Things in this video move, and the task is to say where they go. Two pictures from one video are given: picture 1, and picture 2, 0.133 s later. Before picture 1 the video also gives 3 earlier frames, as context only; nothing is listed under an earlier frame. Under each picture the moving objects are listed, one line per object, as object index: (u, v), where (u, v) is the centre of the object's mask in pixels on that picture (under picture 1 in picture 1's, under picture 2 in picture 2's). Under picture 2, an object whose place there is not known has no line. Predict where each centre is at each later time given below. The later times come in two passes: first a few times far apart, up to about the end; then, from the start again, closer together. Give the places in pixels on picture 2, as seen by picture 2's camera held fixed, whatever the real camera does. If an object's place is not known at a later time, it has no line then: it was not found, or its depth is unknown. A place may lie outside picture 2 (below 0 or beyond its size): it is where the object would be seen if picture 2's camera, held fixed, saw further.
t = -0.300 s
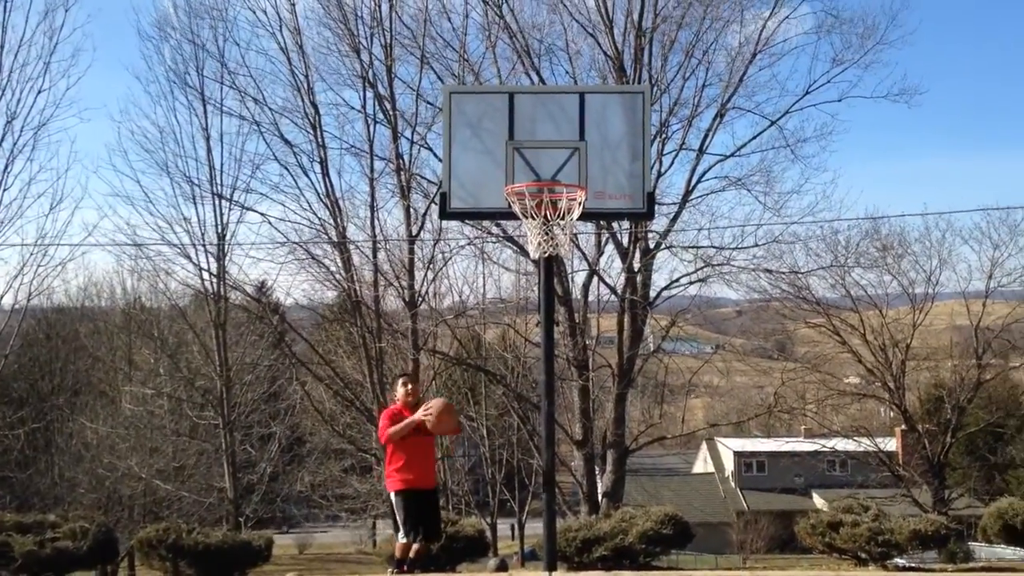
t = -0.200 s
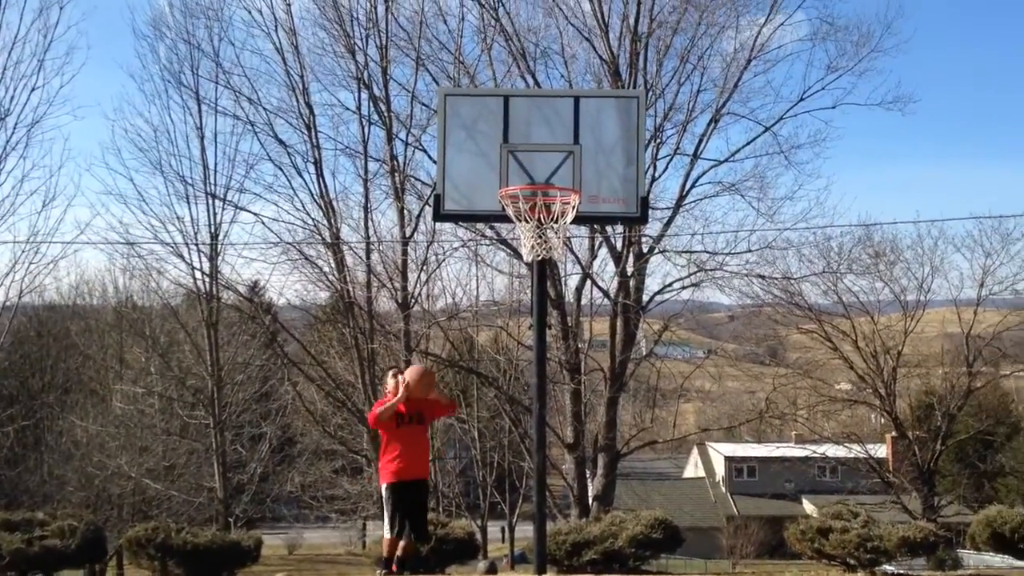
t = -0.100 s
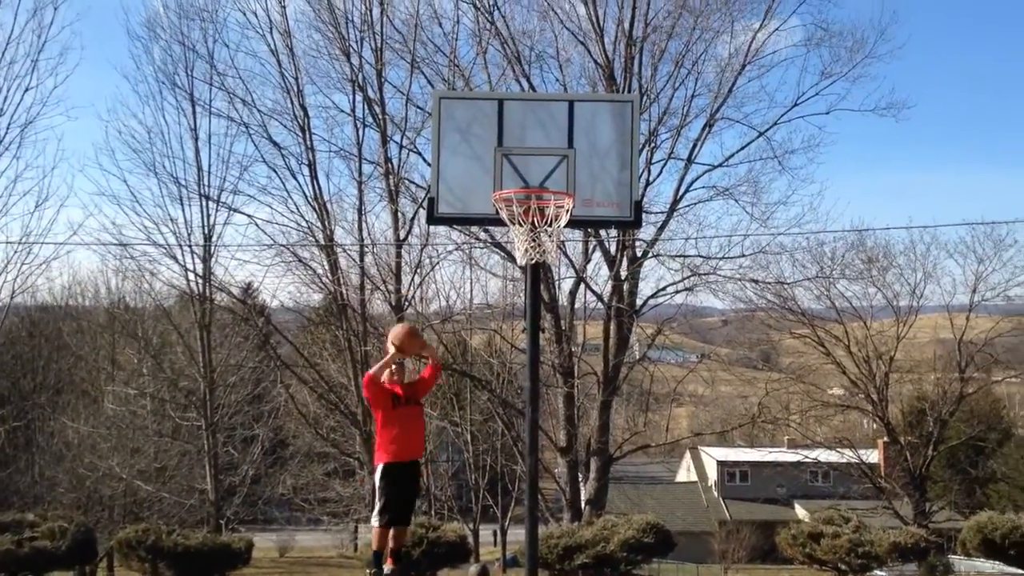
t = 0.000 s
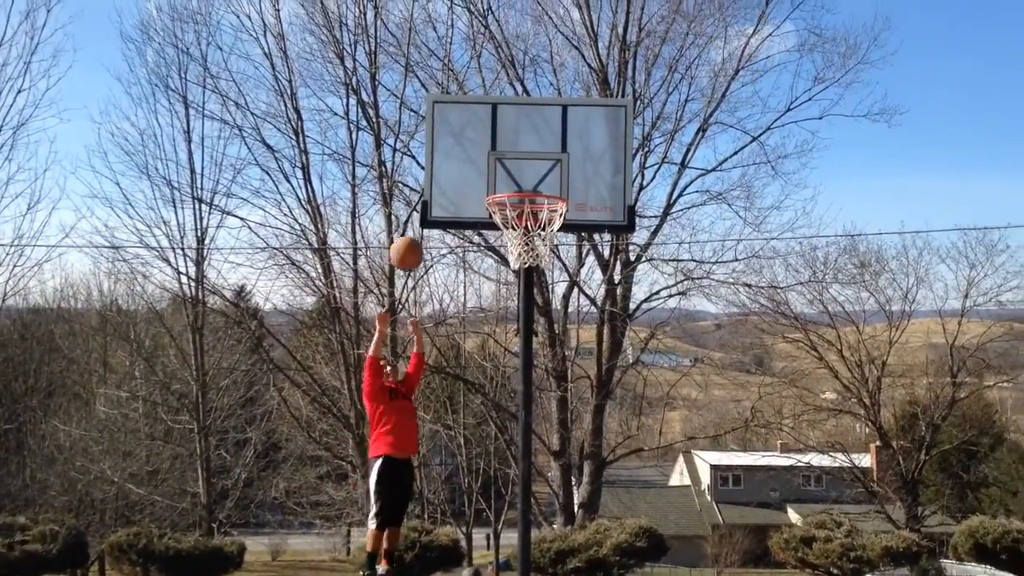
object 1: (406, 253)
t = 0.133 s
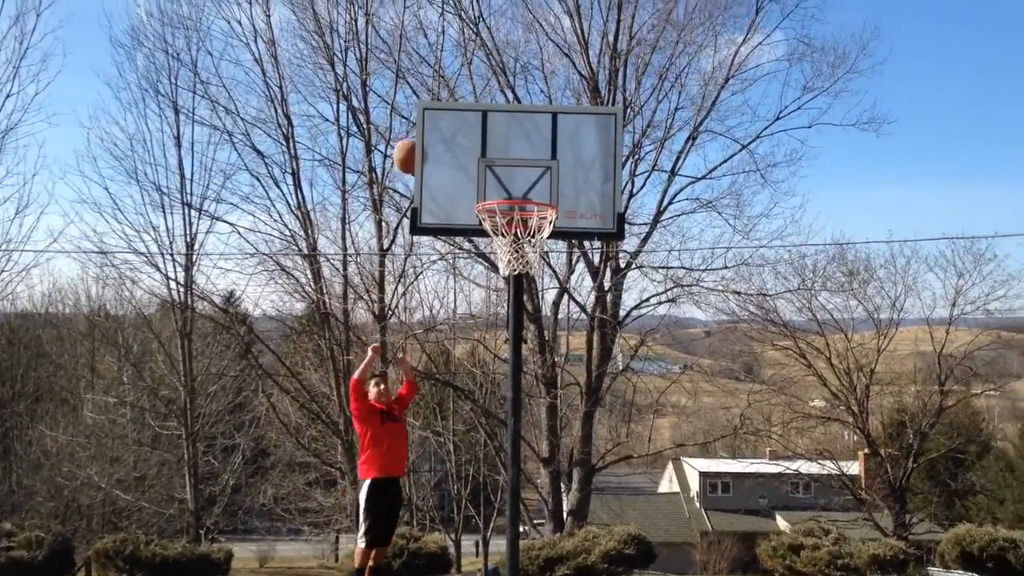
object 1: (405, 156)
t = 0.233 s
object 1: (419, 91)
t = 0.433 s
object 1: (437, 12)
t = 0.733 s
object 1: (468, 1)
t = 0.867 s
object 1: (481, 33)
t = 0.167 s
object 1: (407, 133)
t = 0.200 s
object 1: (410, 111)
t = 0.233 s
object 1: (419, 91)
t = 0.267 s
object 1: (422, 77)
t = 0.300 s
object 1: (426, 60)
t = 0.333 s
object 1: (428, 46)
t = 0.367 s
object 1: (431, 33)
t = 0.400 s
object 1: (435, 22)
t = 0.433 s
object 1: (437, 12)
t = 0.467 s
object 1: (441, 6)
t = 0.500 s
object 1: (444, 3)
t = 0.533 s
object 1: (447, 1)
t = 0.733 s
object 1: (468, 1)
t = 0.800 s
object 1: (474, 11)
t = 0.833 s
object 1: (478, 21)
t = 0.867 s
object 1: (481, 33)
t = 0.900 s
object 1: (485, 47)
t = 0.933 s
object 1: (488, 61)
